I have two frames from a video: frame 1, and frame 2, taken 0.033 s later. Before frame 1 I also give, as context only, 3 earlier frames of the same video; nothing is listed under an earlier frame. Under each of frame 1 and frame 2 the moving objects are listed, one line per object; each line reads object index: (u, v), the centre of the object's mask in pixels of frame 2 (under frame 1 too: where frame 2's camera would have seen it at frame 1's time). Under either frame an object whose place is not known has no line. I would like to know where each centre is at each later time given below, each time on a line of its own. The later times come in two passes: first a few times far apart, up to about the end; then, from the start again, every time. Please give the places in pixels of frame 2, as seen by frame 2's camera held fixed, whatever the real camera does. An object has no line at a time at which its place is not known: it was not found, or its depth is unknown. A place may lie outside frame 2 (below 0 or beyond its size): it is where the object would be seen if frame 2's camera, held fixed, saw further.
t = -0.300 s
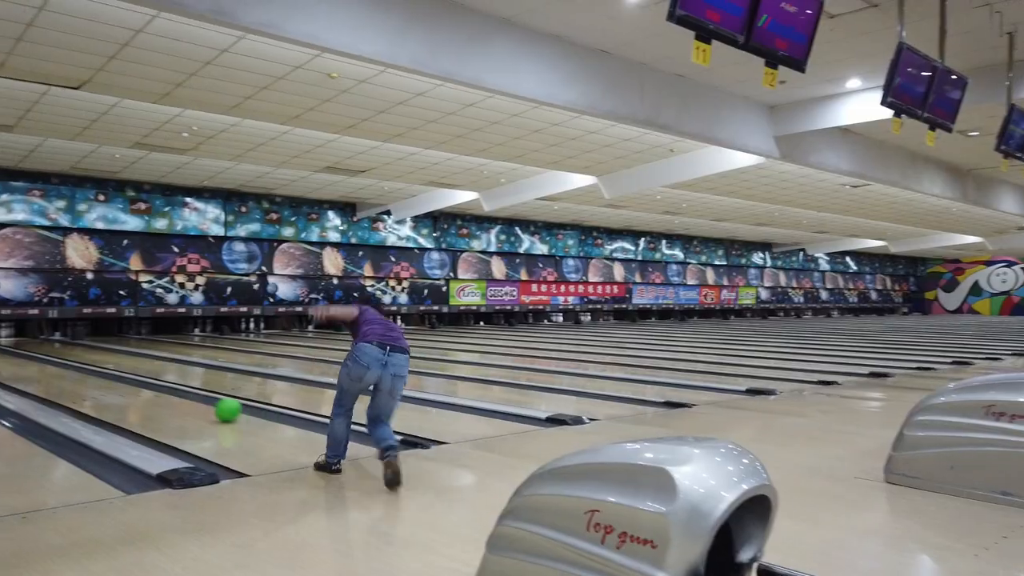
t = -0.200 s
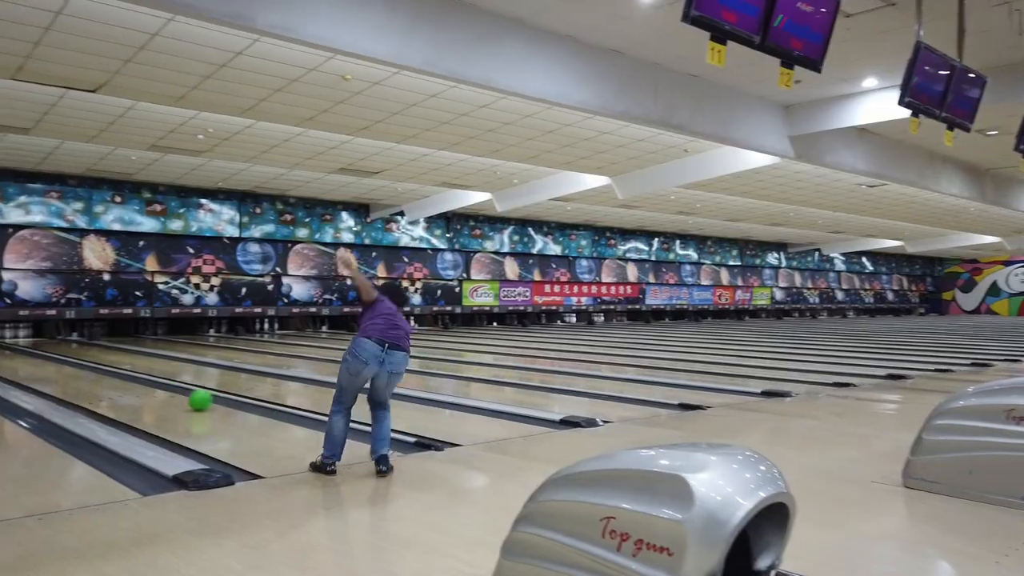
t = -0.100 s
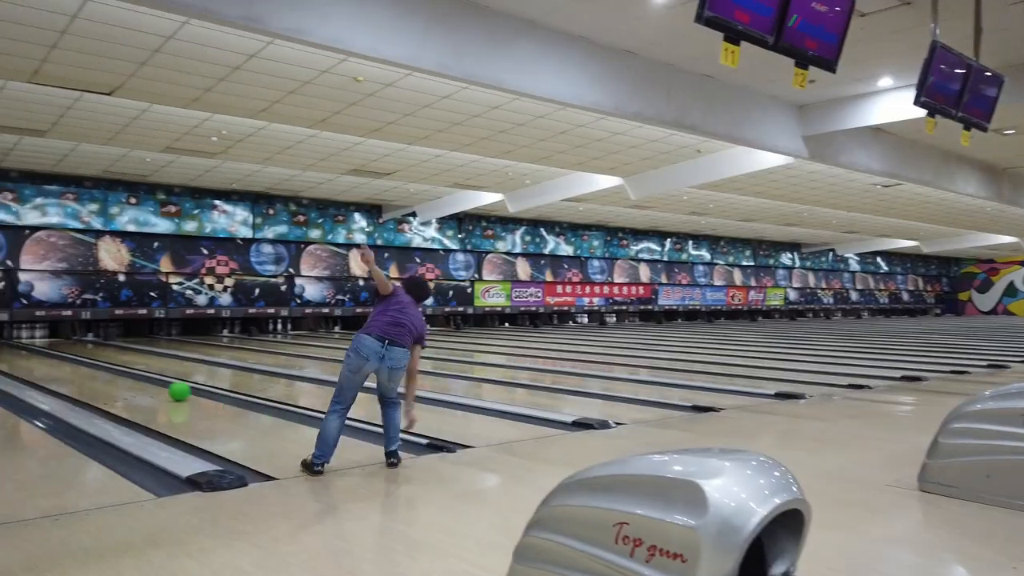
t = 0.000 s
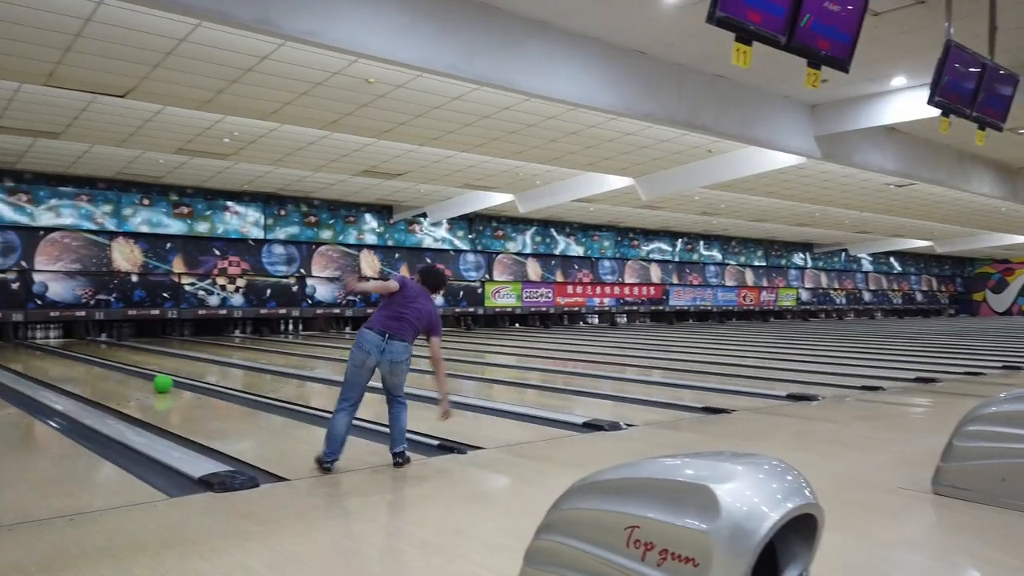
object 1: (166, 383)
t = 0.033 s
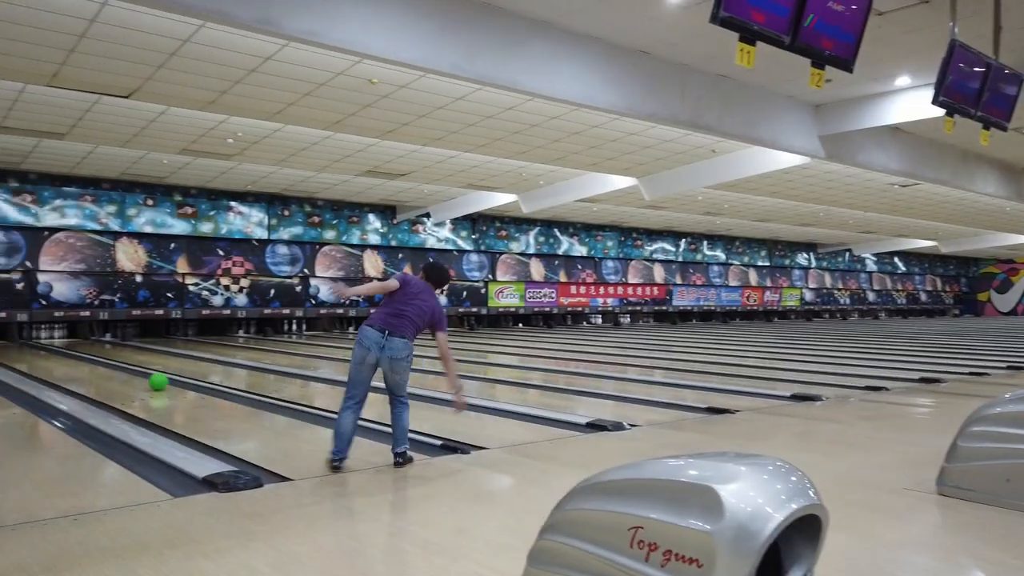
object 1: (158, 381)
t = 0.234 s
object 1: (115, 370)
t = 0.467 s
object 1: (76, 360)
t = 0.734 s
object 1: (42, 351)
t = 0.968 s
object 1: (20, 346)
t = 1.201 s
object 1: (3, 341)
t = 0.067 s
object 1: (150, 379)
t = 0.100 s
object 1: (142, 378)
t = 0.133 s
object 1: (135, 375)
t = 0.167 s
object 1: (128, 373)
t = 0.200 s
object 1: (121, 372)
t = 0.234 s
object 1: (115, 370)
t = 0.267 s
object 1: (108, 368)
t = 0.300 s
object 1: (102, 367)
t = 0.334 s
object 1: (97, 365)
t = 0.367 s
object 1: (92, 364)
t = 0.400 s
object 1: (86, 362)
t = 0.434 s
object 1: (81, 361)
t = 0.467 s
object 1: (76, 360)
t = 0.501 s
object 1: (72, 359)
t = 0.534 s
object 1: (66, 358)
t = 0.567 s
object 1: (62, 356)
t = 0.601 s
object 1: (58, 355)
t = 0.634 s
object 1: (54, 354)
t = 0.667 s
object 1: (50, 353)
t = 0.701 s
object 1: (46, 352)
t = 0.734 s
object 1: (42, 351)
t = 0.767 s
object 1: (39, 350)
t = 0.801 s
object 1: (35, 350)
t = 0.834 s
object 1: (33, 349)
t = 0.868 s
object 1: (29, 348)
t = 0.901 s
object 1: (26, 347)
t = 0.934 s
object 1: (23, 346)
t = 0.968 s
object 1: (20, 346)
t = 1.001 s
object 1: (18, 345)
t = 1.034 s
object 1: (15, 345)
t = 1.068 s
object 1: (12, 344)
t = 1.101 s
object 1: (10, 343)
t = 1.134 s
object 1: (7, 342)
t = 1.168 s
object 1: (5, 342)
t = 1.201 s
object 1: (3, 341)
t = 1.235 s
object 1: (0, 341)
